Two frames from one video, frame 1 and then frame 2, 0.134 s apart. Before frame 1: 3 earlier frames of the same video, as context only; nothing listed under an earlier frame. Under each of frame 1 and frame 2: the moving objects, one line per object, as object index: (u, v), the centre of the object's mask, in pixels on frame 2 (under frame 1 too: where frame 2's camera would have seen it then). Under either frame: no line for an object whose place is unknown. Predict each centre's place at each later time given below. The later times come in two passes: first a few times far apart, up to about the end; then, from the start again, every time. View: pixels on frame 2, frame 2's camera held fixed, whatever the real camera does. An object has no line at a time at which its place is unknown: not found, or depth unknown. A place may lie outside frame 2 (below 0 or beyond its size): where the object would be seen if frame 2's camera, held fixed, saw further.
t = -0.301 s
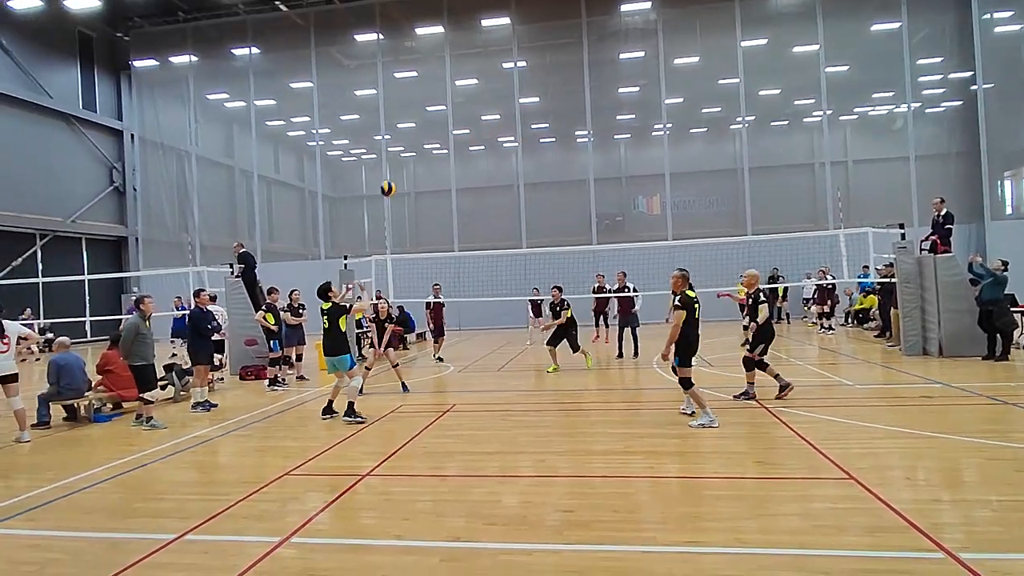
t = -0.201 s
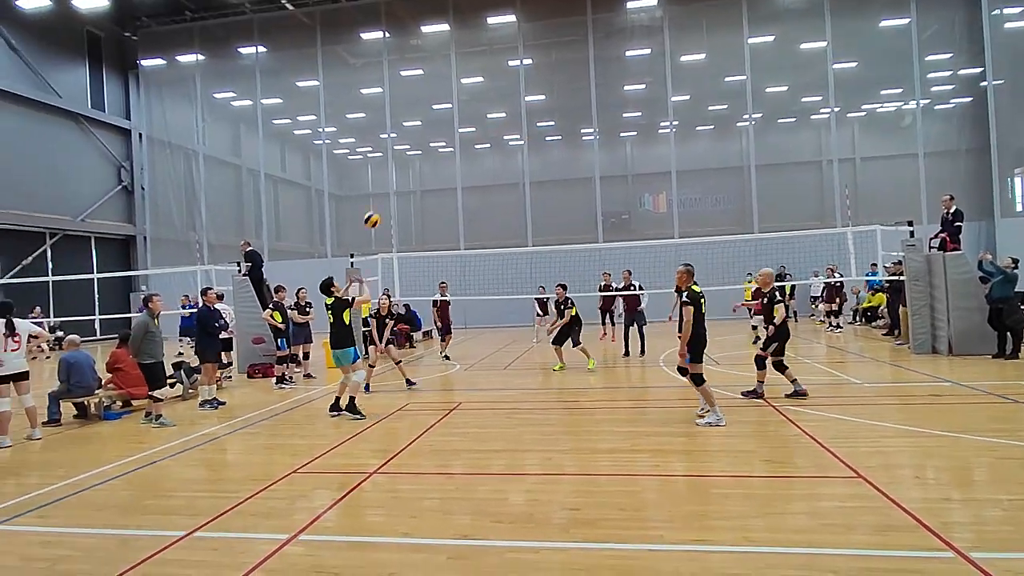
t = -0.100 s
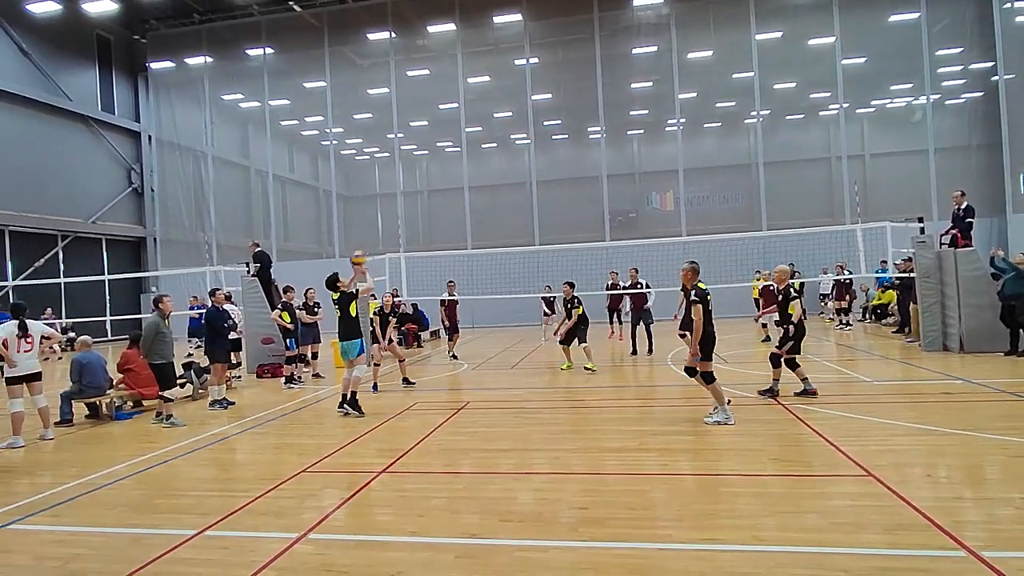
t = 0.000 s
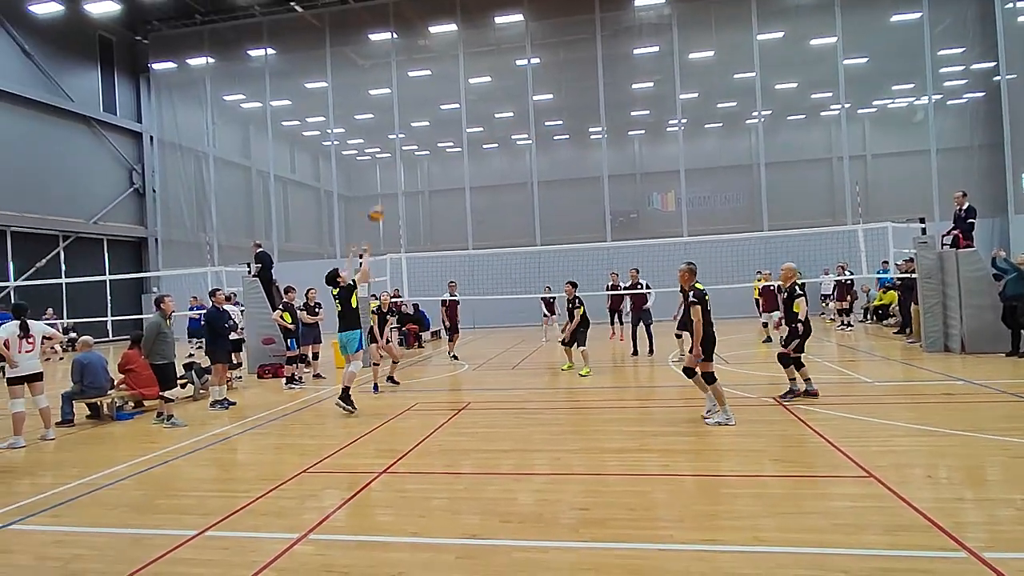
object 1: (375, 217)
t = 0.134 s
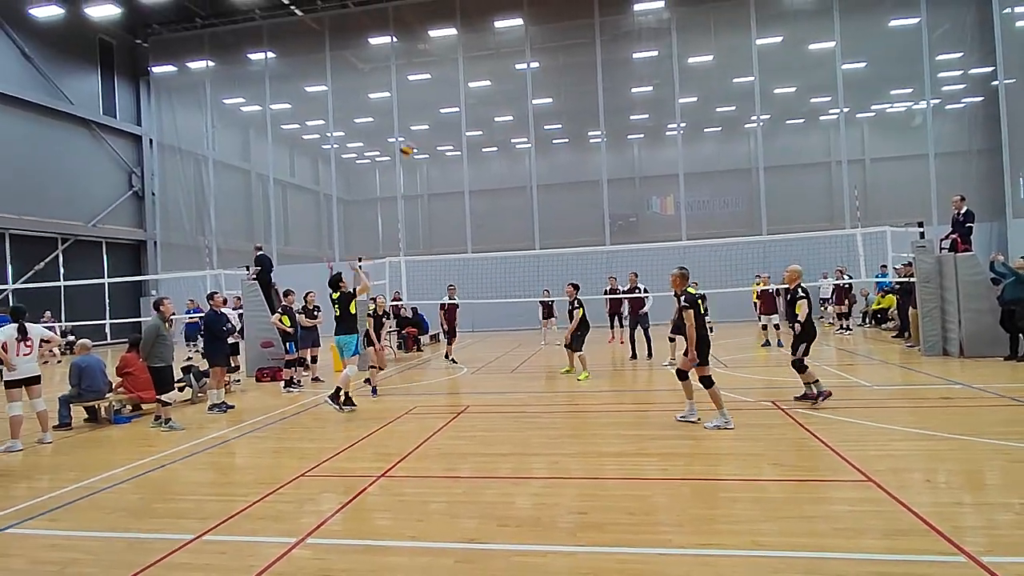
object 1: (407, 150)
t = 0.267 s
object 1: (437, 101)
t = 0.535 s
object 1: (490, 52)
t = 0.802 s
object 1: (536, 50)
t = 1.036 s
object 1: (571, 79)
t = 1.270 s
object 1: (603, 130)
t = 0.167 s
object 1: (414, 136)
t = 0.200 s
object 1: (422, 122)
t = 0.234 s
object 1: (429, 111)
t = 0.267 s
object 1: (437, 101)
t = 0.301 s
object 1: (444, 92)
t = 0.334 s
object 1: (451, 83)
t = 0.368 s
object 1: (458, 76)
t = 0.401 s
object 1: (464, 69)
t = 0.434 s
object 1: (471, 63)
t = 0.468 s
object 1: (477, 58)
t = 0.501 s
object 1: (483, 54)
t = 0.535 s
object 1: (490, 52)
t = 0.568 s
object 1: (496, 49)
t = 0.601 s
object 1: (501, 47)
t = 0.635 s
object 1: (507, 46)
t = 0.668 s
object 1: (513, 46)
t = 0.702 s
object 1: (519, 46)
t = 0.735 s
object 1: (524, 47)
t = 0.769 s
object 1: (530, 48)
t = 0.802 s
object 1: (536, 50)
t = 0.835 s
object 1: (541, 53)
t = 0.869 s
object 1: (546, 56)
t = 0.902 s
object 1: (551, 59)
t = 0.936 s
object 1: (557, 63)
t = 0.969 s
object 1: (561, 68)
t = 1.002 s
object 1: (566, 73)
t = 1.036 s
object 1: (571, 79)
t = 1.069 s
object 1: (576, 85)
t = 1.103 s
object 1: (580, 91)
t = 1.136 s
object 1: (585, 98)
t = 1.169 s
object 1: (589, 105)
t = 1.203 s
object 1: (594, 113)
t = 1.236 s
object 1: (598, 121)
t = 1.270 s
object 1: (603, 130)
